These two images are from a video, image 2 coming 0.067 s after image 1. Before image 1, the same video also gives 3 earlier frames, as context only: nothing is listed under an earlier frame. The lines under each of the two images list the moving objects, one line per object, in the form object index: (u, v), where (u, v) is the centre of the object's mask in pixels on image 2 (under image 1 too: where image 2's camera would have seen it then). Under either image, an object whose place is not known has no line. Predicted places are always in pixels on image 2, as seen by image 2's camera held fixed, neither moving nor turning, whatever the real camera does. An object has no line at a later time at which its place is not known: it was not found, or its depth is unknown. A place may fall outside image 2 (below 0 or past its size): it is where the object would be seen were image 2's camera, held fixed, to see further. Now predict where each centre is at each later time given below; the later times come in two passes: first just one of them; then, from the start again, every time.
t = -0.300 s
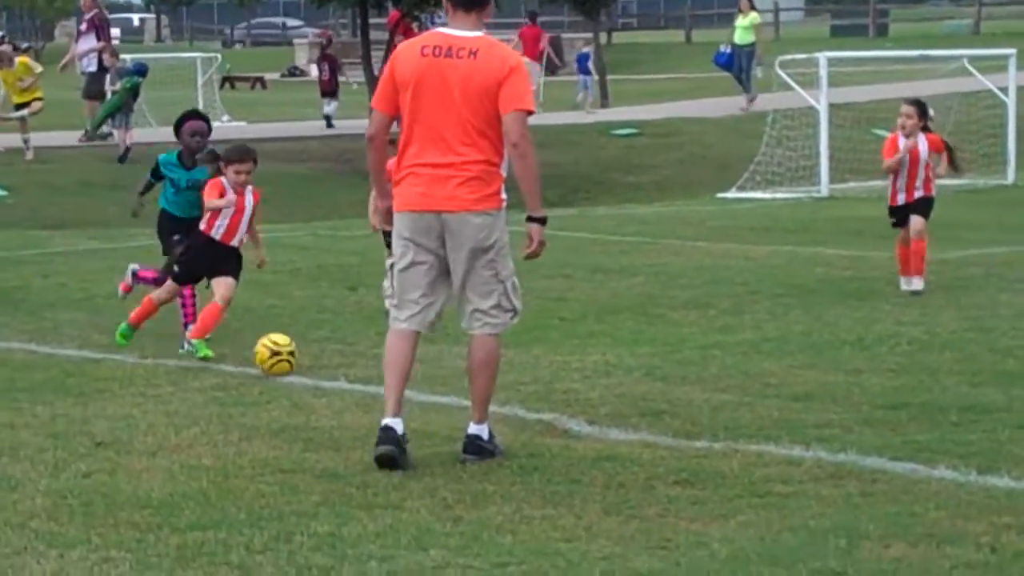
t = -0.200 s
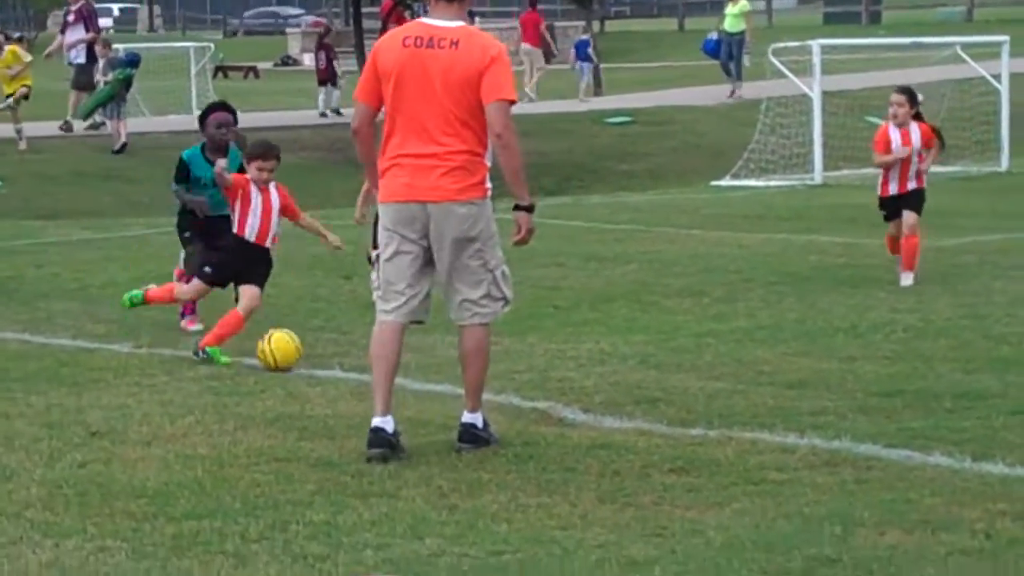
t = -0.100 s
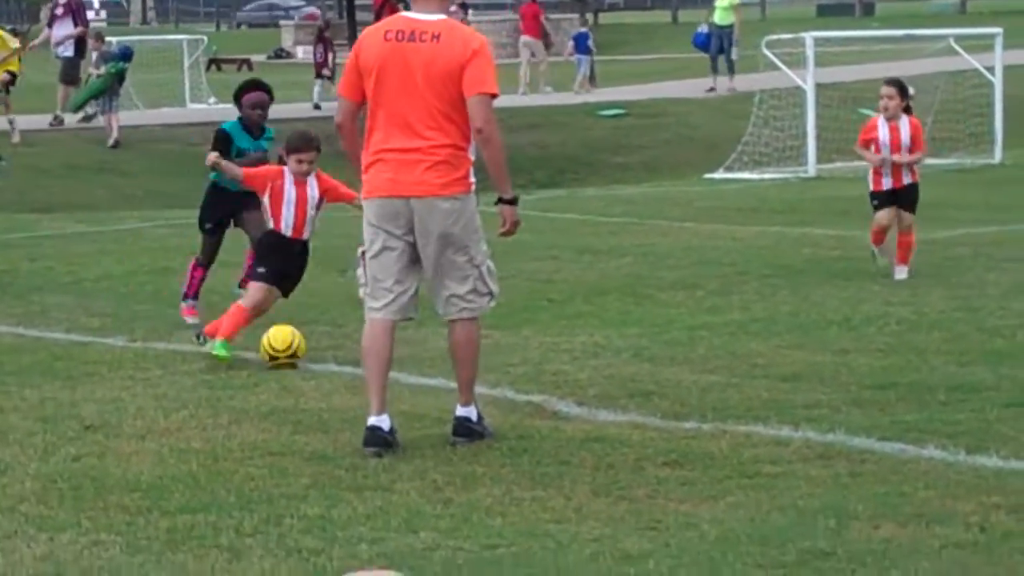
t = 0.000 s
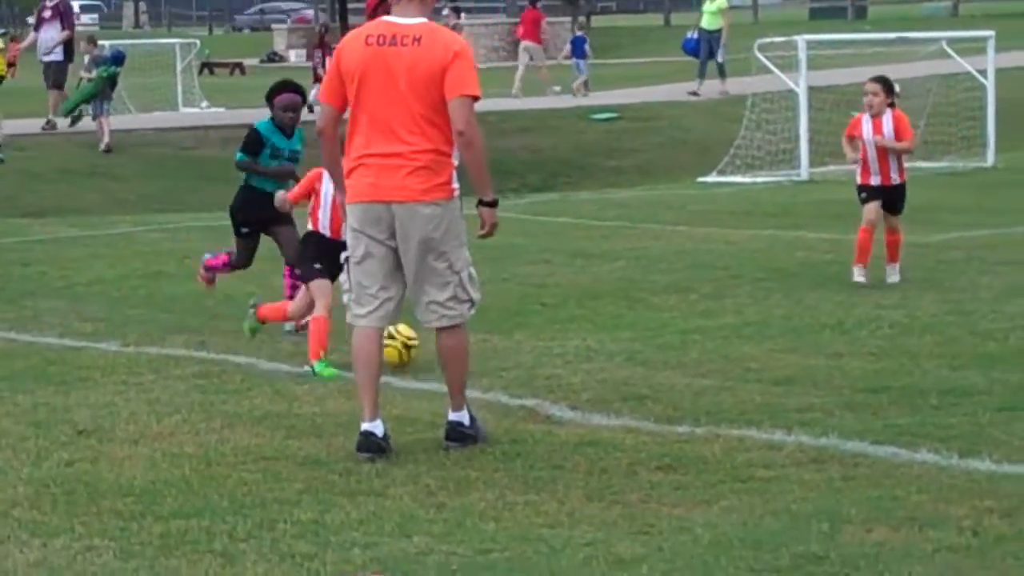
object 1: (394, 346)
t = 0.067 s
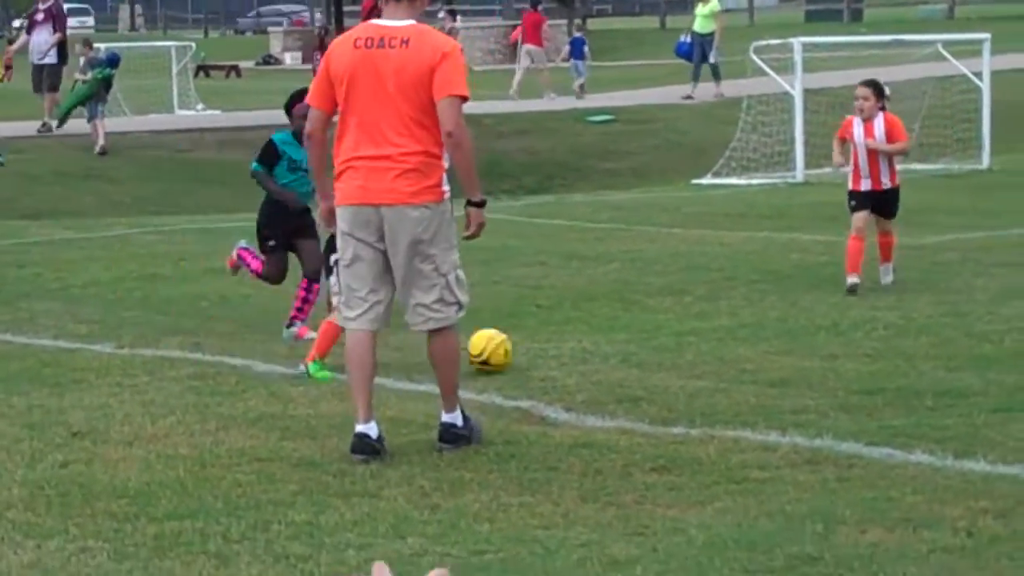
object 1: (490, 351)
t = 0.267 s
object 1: (767, 359)
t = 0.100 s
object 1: (539, 352)
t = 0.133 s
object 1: (585, 352)
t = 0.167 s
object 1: (631, 353)
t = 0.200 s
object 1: (677, 355)
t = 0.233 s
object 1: (723, 360)
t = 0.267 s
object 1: (767, 359)
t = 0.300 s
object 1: (807, 355)
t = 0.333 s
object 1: (846, 352)
